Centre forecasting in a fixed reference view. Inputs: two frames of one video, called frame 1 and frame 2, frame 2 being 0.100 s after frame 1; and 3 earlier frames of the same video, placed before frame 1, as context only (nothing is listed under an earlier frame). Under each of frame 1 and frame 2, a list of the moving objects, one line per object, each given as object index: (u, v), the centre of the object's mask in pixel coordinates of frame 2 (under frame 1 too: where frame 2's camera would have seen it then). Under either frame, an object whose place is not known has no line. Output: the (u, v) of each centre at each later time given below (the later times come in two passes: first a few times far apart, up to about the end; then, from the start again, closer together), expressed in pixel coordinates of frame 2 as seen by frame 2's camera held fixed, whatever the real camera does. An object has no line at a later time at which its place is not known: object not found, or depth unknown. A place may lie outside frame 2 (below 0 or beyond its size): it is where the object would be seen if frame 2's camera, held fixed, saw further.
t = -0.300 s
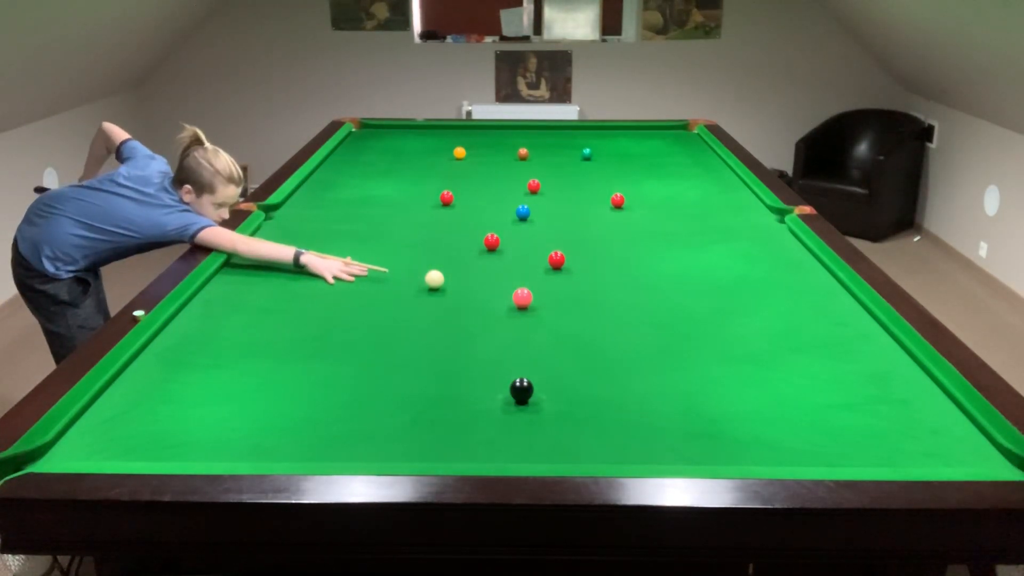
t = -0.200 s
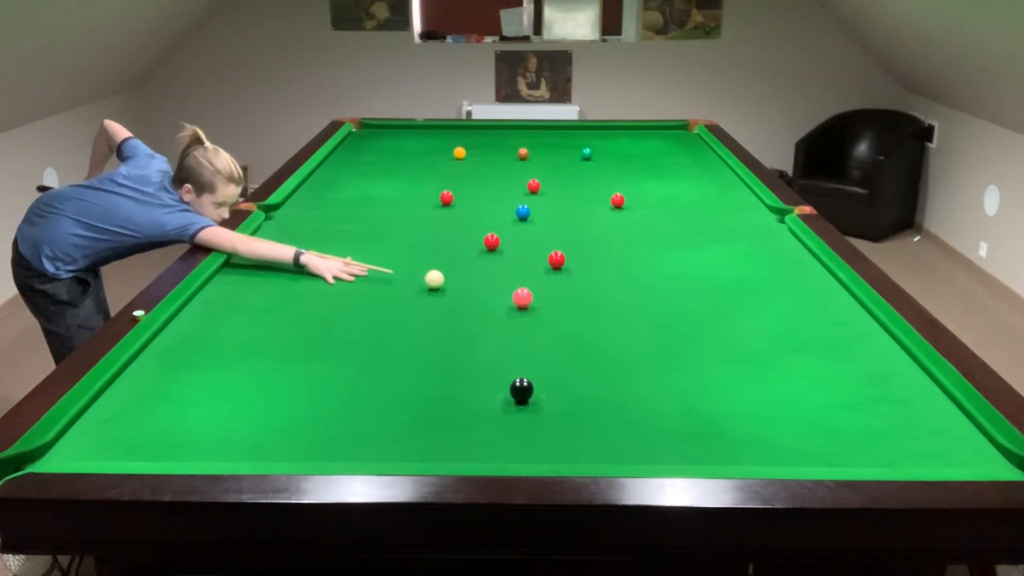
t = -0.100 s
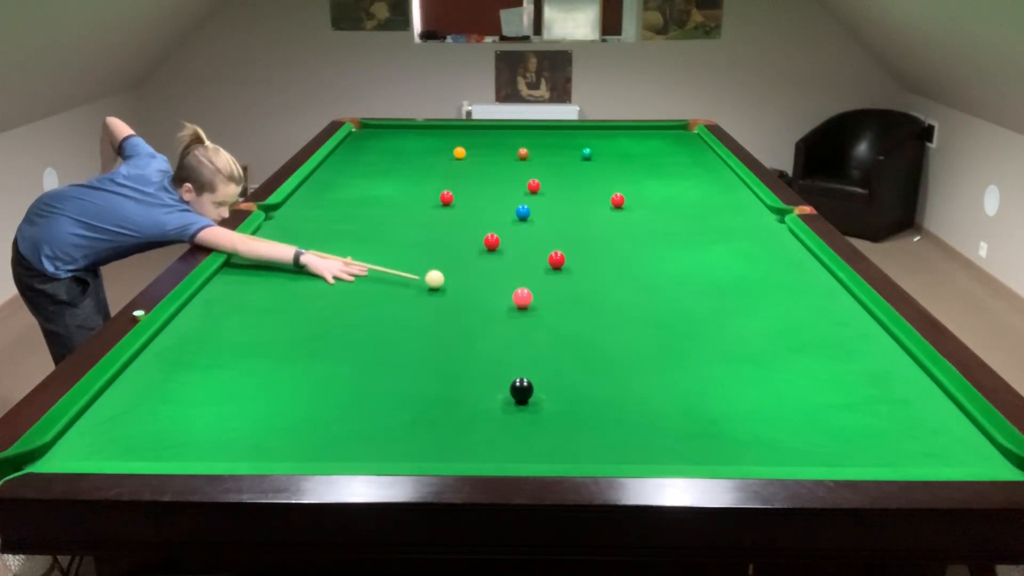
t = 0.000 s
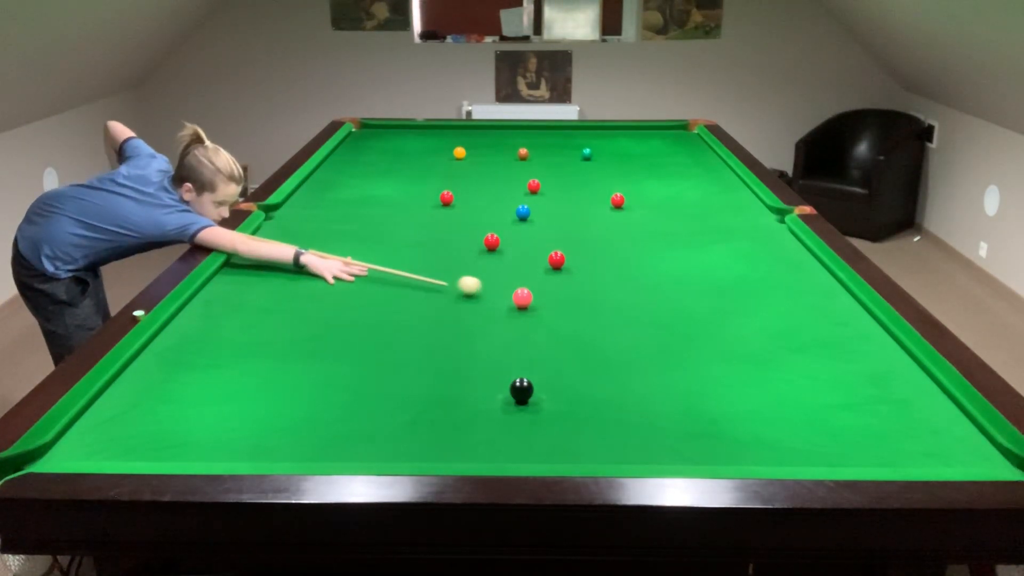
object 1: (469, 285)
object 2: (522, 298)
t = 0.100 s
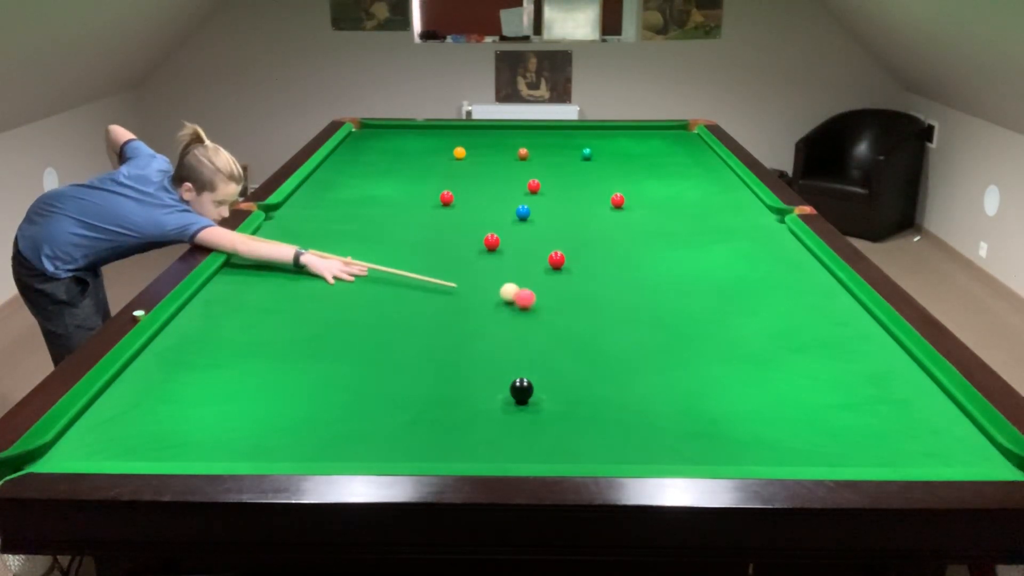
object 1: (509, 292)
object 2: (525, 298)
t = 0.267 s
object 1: (523, 289)
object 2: (564, 312)
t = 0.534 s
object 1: (541, 284)
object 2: (628, 334)
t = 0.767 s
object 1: (556, 280)
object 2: (686, 354)
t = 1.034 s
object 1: (570, 276)
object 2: (760, 379)
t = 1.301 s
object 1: (583, 273)
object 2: (839, 407)
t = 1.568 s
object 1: (593, 270)
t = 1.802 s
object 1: (601, 268)
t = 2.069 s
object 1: (609, 266)
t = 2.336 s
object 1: (614, 265)
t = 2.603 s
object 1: (618, 264)
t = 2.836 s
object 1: (620, 263)
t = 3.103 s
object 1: (621, 263)
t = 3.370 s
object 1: (622, 263)
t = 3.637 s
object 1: (622, 263)
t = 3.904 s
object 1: (622, 263)
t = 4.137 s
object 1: (622, 263)
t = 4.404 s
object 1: (621, 263)
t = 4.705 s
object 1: (618, 263)
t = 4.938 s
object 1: (621, 263)
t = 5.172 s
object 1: (621, 263)
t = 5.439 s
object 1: (621, 263)
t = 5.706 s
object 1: (622, 263)
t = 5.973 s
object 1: (621, 263)
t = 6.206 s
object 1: (621, 263)
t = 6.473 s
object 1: (621, 263)
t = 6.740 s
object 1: (621, 263)
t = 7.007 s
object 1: (621, 263)
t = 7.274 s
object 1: (622, 263)
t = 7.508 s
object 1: (622, 263)
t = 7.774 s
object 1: (621, 263)
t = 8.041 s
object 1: (621, 263)
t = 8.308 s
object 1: (622, 263)
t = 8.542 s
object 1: (622, 263)
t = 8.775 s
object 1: (622, 263)
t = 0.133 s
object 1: (513, 292)
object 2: (534, 301)
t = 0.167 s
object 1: (515, 291)
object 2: (542, 304)
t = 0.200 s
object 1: (518, 290)
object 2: (550, 307)
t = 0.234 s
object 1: (520, 290)
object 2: (557, 309)
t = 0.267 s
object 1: (523, 289)
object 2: (564, 312)
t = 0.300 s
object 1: (525, 288)
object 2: (572, 315)
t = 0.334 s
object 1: (528, 288)
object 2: (580, 317)
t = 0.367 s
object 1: (530, 287)
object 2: (587, 320)
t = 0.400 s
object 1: (532, 286)
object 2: (596, 323)
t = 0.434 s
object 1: (535, 286)
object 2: (603, 325)
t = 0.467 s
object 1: (537, 285)
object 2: (611, 328)
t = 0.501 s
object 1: (539, 285)
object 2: (619, 331)
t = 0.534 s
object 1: (541, 284)
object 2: (628, 334)
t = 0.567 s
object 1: (543, 284)
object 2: (635, 337)
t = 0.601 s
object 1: (546, 283)
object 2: (644, 339)
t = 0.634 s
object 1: (548, 282)
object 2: (652, 342)
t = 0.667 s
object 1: (550, 282)
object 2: (660, 345)
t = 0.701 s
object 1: (552, 281)
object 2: (670, 348)
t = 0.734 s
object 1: (554, 281)
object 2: (678, 351)
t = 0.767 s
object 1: (556, 280)
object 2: (686, 354)
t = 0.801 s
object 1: (558, 280)
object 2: (695, 357)
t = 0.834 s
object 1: (560, 279)
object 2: (704, 360)
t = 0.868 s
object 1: (561, 279)
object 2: (713, 363)
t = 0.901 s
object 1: (563, 278)
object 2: (722, 366)
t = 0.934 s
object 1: (565, 278)
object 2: (731, 369)
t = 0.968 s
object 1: (567, 277)
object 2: (740, 372)
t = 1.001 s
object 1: (568, 277)
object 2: (750, 376)
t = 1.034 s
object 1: (570, 276)
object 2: (760, 379)
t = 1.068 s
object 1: (572, 276)
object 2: (769, 382)
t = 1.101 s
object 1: (573, 275)
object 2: (779, 386)
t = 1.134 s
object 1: (575, 275)
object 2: (789, 389)
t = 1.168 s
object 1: (576, 275)
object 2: (798, 393)
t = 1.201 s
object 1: (578, 274)
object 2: (809, 396)
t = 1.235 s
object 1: (580, 274)
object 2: (819, 400)
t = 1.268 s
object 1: (581, 273)
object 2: (829, 403)
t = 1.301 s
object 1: (583, 273)
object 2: (839, 407)
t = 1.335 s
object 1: (584, 273)
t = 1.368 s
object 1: (585, 272)
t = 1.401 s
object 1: (587, 272)
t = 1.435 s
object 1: (588, 272)
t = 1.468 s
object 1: (589, 271)
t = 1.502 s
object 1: (591, 271)
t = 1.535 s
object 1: (592, 271)
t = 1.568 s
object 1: (593, 270)
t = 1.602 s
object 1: (594, 270)
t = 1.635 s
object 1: (596, 270)
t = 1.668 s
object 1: (597, 269)
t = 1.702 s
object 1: (598, 269)
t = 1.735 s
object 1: (599, 269)
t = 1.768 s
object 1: (600, 268)
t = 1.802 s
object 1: (601, 268)
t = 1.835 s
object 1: (602, 268)
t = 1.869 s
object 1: (603, 268)
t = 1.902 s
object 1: (604, 268)
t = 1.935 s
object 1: (605, 267)
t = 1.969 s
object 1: (606, 267)
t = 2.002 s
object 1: (607, 267)
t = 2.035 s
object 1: (608, 267)
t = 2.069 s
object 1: (609, 266)
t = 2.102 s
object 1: (609, 266)
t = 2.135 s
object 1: (610, 266)
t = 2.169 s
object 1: (611, 266)
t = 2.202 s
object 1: (612, 266)
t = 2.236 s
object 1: (613, 266)
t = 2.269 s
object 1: (613, 265)
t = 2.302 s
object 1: (614, 265)
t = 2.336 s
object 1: (614, 265)
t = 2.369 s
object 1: (615, 265)
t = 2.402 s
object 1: (616, 265)
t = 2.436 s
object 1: (616, 265)
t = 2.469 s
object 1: (617, 265)
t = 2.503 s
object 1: (617, 265)
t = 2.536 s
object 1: (618, 264)
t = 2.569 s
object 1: (618, 264)
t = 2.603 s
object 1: (618, 264)
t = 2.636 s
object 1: (619, 264)
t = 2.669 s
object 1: (619, 264)
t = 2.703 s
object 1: (619, 264)
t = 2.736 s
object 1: (620, 264)
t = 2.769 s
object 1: (620, 264)
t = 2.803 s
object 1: (620, 263)
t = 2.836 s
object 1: (620, 263)
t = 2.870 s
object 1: (620, 263)
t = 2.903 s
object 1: (621, 263)
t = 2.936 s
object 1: (621, 263)
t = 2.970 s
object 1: (621, 263)
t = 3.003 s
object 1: (621, 263)
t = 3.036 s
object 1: (621, 263)
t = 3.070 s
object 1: (621, 263)
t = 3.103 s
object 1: (621, 263)
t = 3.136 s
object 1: (622, 263)
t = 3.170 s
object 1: (622, 263)
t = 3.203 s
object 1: (622, 263)
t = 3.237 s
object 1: (622, 263)
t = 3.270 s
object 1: (622, 263)
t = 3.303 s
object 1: (622, 263)
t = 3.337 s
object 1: (622, 263)
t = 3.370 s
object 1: (622, 263)
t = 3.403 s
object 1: (622, 263)
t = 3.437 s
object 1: (622, 263)
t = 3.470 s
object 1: (621, 263)
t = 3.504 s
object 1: (622, 263)
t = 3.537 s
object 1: (622, 263)
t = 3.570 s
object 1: (622, 263)
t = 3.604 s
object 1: (622, 263)
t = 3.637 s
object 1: (622, 263)
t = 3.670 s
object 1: (622, 263)
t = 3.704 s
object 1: (622, 263)
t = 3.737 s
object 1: (622, 263)
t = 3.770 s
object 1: (622, 263)
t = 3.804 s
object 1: (622, 263)
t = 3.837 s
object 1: (622, 263)
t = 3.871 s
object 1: (622, 263)
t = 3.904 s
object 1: (622, 263)
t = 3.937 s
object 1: (622, 263)
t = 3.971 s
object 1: (622, 263)
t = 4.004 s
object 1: (622, 263)
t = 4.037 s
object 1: (622, 263)
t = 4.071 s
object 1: (622, 263)
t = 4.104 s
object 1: (622, 263)
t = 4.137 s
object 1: (622, 263)
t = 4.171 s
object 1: (622, 263)
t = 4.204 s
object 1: (621, 263)
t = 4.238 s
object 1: (621, 263)
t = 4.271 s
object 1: (621, 263)
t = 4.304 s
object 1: (622, 263)
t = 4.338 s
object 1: (622, 263)
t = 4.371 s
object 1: (622, 263)
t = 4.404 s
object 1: (621, 263)
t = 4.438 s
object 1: (622, 263)
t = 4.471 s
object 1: (621, 263)
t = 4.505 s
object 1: (622, 263)
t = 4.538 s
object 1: (621, 263)
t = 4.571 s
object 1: (624, 261)
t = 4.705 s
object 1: (618, 263)
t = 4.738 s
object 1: (621, 263)
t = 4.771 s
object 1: (621, 263)
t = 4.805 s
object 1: (621, 263)
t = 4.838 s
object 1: (621, 263)
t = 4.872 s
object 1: (621, 263)
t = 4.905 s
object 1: (621, 263)
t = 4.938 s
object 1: (621, 263)
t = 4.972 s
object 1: (621, 263)
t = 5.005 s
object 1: (621, 263)
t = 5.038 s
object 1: (621, 263)
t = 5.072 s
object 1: (621, 263)
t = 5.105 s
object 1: (621, 263)
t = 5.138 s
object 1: (621, 263)
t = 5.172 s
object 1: (621, 263)
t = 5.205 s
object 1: (621, 263)
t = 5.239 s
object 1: (621, 263)
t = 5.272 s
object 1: (621, 263)
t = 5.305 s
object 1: (621, 263)
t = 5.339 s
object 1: (621, 263)
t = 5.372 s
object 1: (621, 263)
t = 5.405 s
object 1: (621, 263)
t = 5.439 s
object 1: (621, 263)
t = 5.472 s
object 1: (621, 263)
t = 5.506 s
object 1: (621, 263)
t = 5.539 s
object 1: (621, 263)
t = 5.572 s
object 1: (622, 263)
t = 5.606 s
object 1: (622, 263)
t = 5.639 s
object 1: (622, 263)
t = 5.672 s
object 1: (622, 263)
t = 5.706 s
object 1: (622, 263)
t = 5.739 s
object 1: (622, 263)
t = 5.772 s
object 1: (621, 263)
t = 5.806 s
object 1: (621, 263)
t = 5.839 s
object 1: (621, 263)
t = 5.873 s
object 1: (621, 263)
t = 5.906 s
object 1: (621, 263)
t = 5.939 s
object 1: (621, 263)
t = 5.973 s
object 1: (621, 263)
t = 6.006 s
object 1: (621, 263)
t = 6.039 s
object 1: (621, 263)
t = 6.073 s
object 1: (621, 263)
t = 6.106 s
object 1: (621, 263)
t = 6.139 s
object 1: (621, 263)
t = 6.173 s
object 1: (621, 263)
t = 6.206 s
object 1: (621, 263)
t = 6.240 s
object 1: (621, 263)
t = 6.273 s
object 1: (621, 263)
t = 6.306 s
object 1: (621, 263)
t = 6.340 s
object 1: (621, 263)
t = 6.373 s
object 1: (621, 263)
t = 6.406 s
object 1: (621, 263)
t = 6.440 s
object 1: (621, 263)
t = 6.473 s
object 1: (621, 263)
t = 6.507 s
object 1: (621, 263)
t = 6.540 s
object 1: (621, 263)
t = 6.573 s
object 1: (621, 263)
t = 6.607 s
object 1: (621, 263)
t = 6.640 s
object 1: (621, 263)
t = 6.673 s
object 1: (621, 263)
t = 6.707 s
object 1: (621, 263)
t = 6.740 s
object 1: (621, 263)
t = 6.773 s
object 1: (621, 263)
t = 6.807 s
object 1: (621, 263)
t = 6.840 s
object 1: (621, 263)
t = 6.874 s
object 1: (621, 263)
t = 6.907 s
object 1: (621, 263)
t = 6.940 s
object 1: (621, 263)
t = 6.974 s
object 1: (621, 263)
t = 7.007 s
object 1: (621, 263)
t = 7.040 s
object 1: (622, 263)
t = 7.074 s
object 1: (622, 263)
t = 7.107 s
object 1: (622, 263)
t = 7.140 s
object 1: (622, 263)
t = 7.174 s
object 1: (622, 263)
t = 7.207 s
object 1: (622, 263)
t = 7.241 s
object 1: (622, 263)
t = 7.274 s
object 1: (622, 263)
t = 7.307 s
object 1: (622, 263)
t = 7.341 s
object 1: (622, 263)
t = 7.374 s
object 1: (622, 263)
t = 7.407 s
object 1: (622, 263)
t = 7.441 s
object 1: (622, 263)
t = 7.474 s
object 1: (622, 263)
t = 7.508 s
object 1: (622, 263)
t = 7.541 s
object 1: (622, 263)
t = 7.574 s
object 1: (622, 263)
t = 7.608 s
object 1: (622, 263)
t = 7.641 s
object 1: (622, 263)
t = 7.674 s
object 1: (622, 263)
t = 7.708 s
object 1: (621, 263)
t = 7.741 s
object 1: (621, 263)
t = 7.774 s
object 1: (621, 263)
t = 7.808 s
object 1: (621, 263)
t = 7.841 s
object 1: (621, 263)
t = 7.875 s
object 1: (621, 263)
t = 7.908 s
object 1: (621, 263)
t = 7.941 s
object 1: (621, 263)
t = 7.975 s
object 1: (621, 263)
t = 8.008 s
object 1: (621, 263)
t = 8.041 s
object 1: (621, 263)
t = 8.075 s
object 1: (621, 263)
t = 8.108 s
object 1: (622, 263)
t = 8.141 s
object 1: (621, 263)
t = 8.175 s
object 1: (621, 263)
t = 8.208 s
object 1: (621, 263)
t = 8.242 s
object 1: (621, 263)
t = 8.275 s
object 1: (621, 263)
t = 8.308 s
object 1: (622, 263)
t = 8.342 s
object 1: (622, 263)
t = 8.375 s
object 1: (622, 263)
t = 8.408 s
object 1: (622, 263)
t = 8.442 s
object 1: (622, 263)
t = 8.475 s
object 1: (622, 263)
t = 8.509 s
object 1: (622, 263)
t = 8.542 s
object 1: (622, 263)
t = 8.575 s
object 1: (622, 263)
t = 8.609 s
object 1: (621, 263)
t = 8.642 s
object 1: (622, 263)
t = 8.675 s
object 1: (622, 263)
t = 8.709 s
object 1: (622, 263)
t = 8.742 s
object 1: (622, 263)
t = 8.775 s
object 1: (622, 263)
